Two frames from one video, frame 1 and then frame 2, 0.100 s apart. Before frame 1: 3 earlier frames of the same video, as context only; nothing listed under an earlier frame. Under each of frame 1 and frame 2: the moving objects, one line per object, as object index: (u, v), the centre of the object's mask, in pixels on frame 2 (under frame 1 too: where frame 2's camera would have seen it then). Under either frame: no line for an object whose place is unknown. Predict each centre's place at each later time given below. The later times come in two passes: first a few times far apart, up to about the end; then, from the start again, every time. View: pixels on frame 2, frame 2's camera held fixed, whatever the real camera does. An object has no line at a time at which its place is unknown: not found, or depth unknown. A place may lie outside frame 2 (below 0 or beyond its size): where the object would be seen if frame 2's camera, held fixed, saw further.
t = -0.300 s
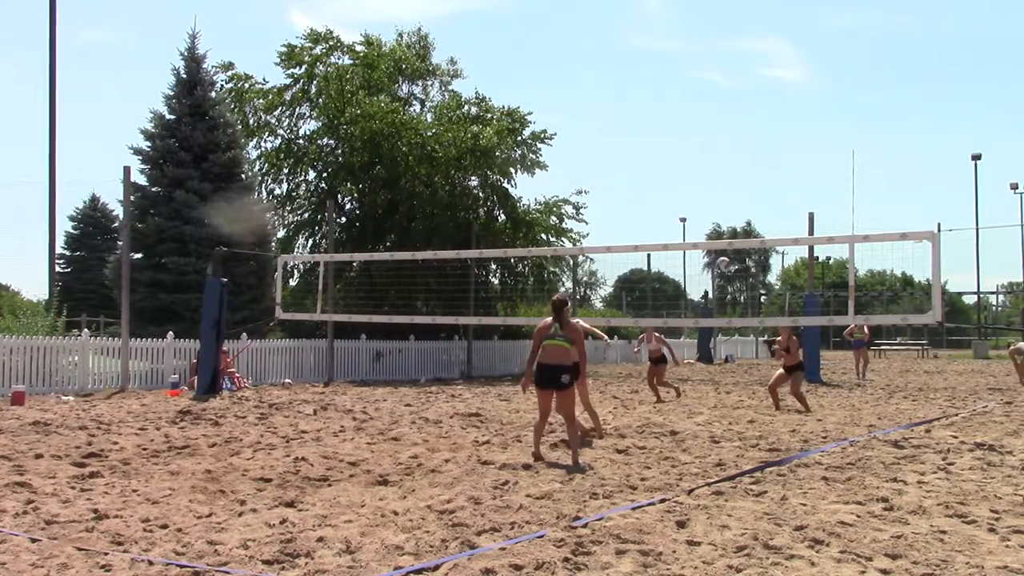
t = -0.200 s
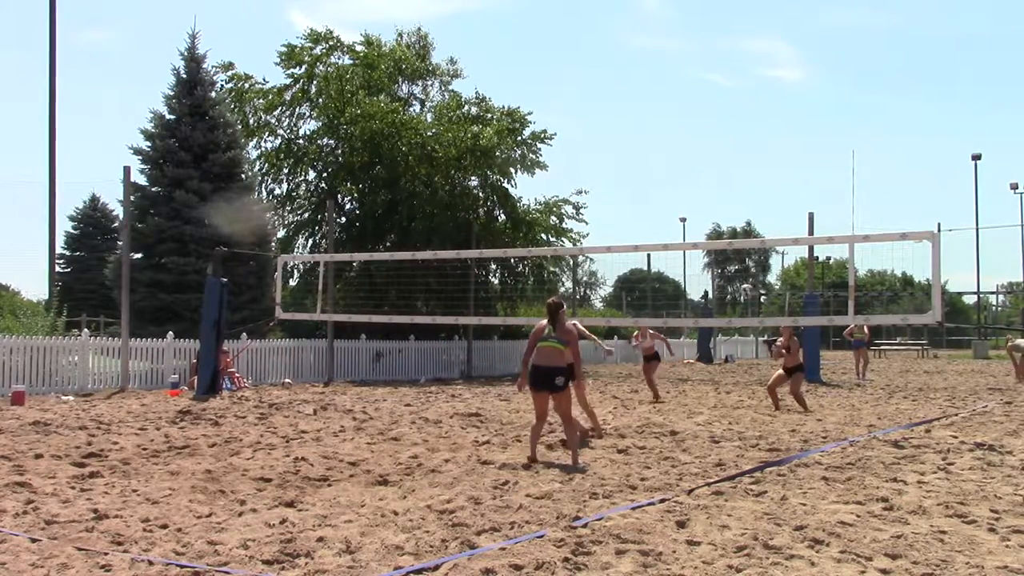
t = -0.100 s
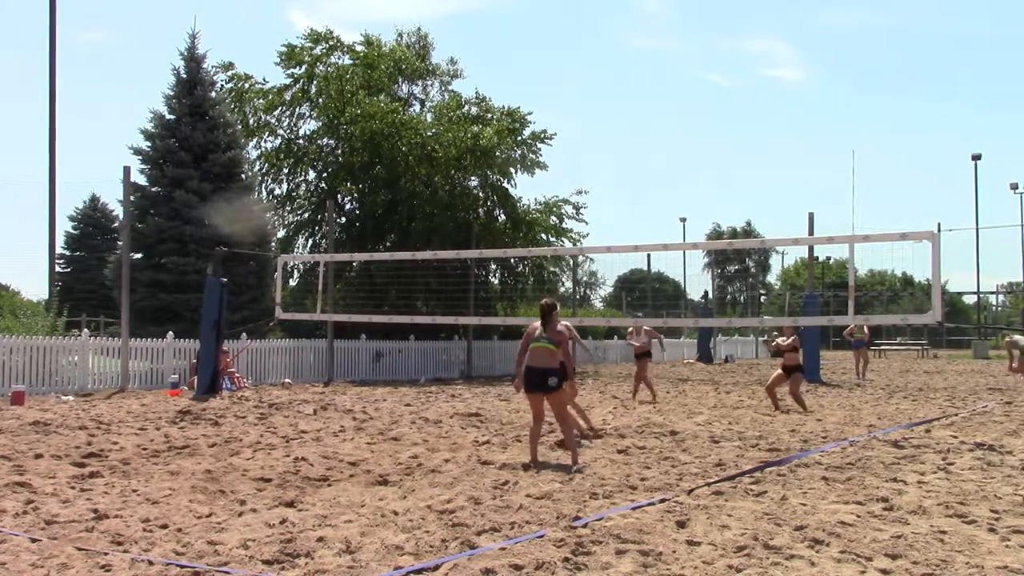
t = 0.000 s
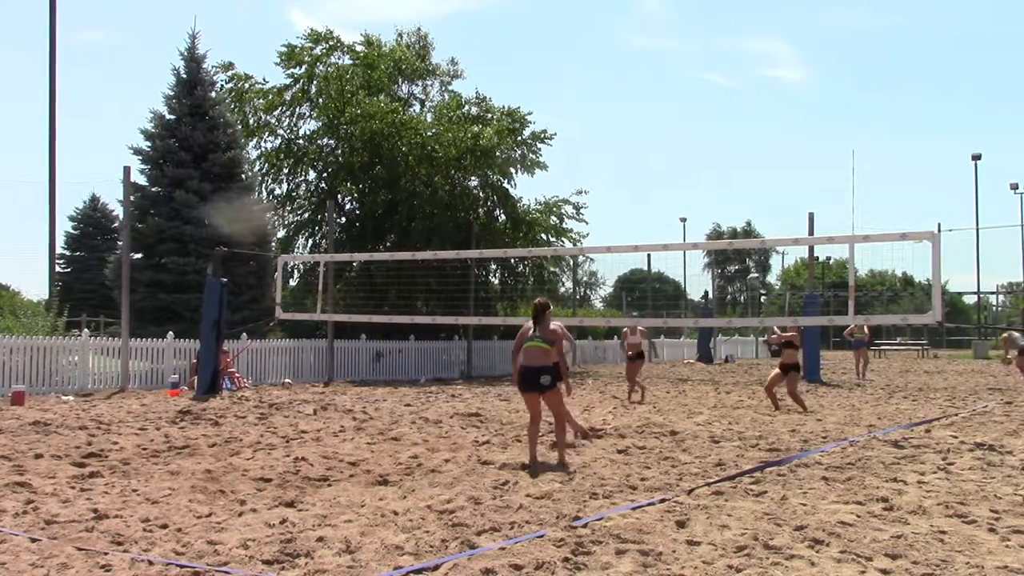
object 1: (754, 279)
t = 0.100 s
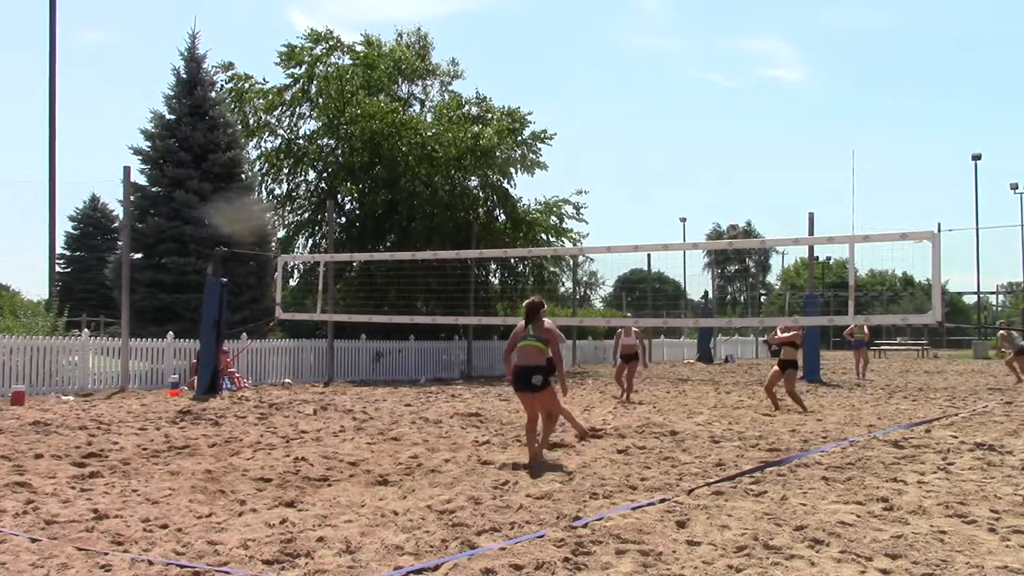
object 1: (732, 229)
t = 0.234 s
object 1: (704, 173)
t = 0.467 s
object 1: (657, 105)
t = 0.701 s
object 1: (611, 72)
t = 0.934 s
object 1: (567, 72)
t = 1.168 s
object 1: (524, 102)
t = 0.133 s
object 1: (725, 214)
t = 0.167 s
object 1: (718, 199)
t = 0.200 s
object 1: (711, 185)
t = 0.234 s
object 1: (704, 173)
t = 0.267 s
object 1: (698, 160)
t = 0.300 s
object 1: (691, 149)
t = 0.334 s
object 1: (684, 139)
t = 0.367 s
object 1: (677, 129)
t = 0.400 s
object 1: (670, 120)
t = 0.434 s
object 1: (663, 112)
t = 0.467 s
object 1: (657, 105)
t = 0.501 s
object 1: (650, 98)
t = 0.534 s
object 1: (643, 92)
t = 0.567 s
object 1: (637, 86)
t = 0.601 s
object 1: (630, 82)
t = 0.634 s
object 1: (624, 78)
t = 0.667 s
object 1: (617, 75)
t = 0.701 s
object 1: (611, 72)
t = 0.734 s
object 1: (604, 70)
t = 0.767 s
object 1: (598, 69)
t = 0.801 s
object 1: (591, 68)
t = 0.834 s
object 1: (585, 68)
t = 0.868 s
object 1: (579, 69)
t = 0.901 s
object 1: (572, 70)
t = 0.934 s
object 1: (567, 72)
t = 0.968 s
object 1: (561, 74)
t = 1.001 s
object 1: (554, 77)
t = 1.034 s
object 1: (548, 81)
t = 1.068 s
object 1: (542, 85)
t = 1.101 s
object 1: (536, 90)
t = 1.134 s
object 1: (530, 95)
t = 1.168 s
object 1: (524, 102)
